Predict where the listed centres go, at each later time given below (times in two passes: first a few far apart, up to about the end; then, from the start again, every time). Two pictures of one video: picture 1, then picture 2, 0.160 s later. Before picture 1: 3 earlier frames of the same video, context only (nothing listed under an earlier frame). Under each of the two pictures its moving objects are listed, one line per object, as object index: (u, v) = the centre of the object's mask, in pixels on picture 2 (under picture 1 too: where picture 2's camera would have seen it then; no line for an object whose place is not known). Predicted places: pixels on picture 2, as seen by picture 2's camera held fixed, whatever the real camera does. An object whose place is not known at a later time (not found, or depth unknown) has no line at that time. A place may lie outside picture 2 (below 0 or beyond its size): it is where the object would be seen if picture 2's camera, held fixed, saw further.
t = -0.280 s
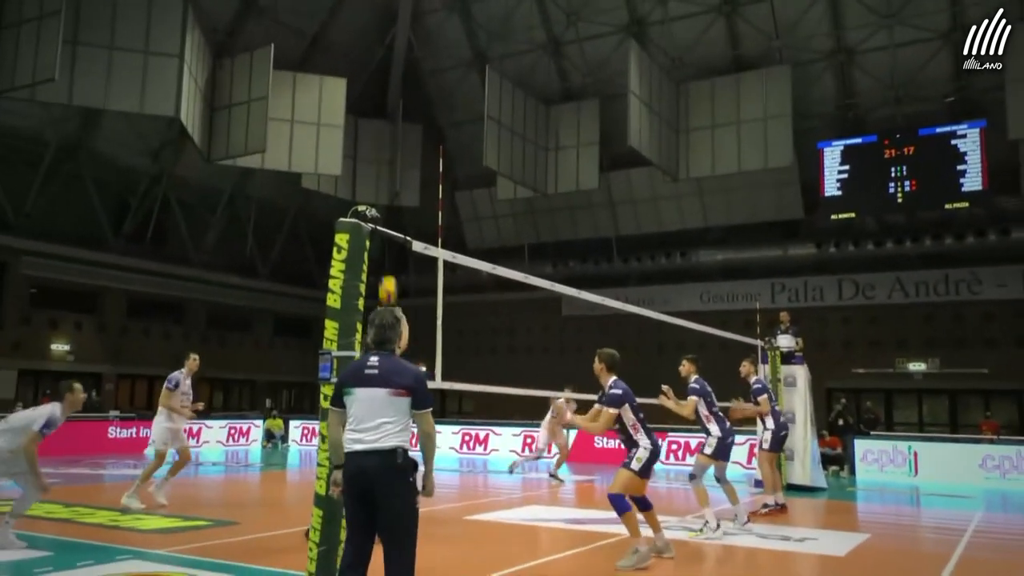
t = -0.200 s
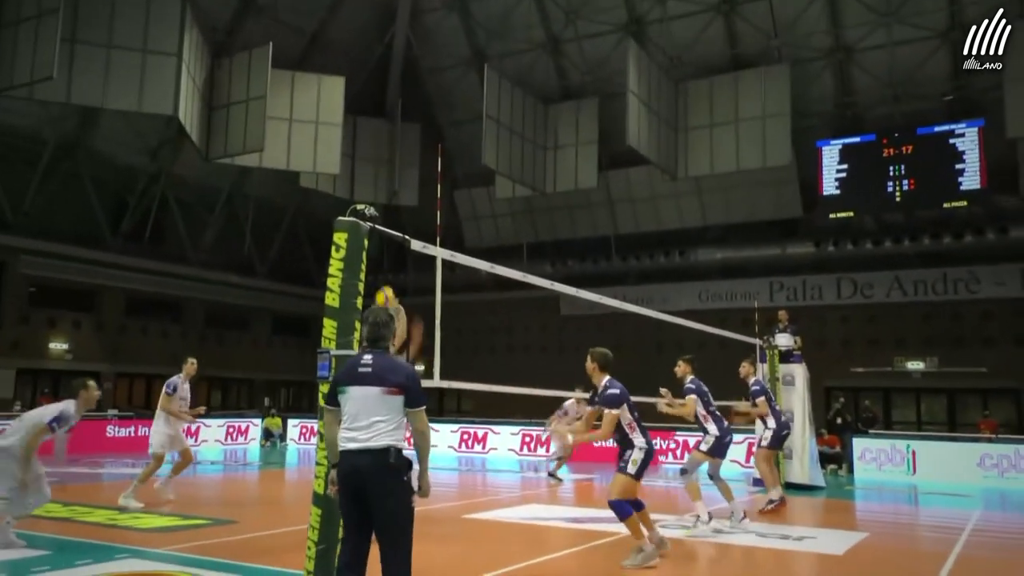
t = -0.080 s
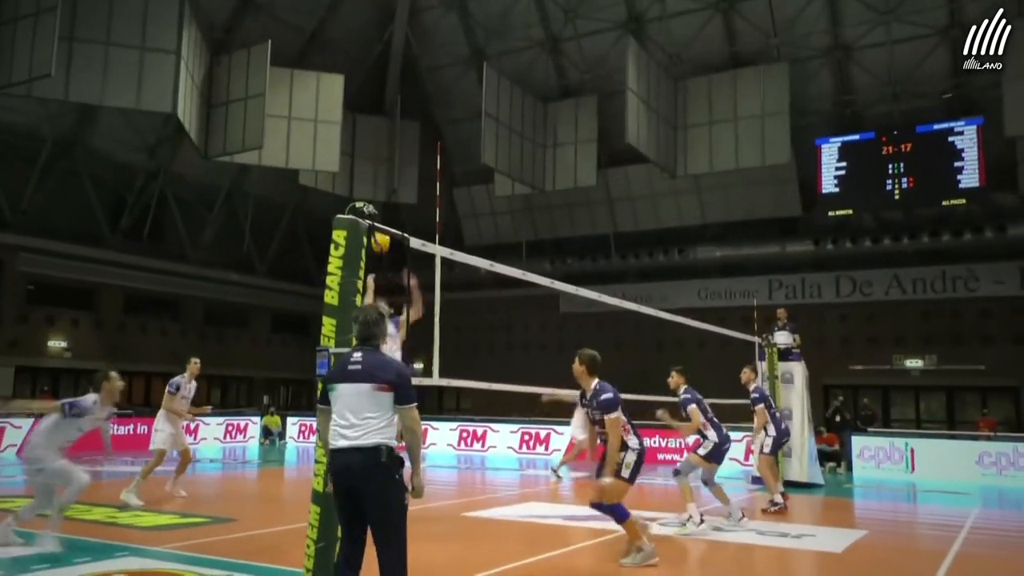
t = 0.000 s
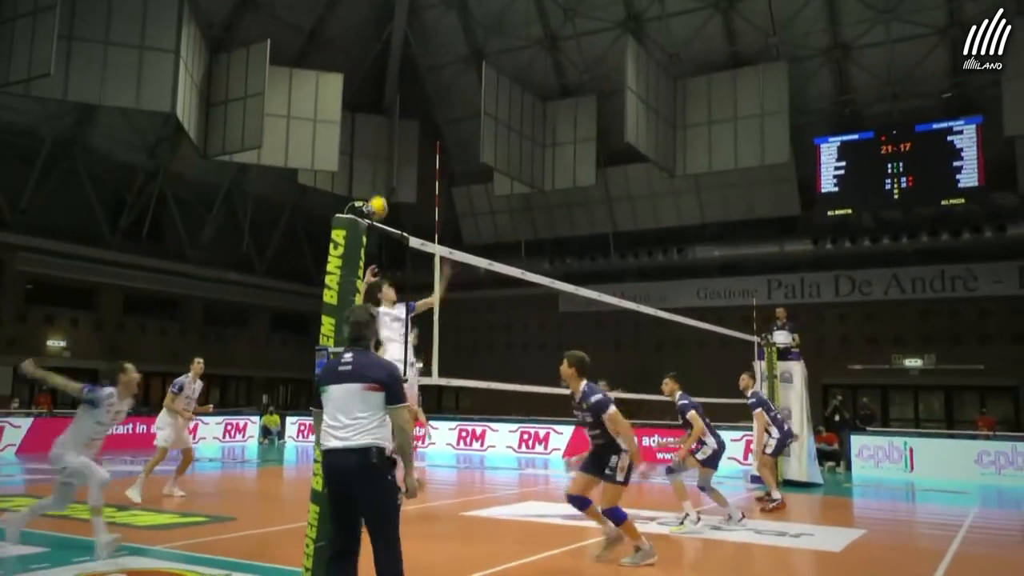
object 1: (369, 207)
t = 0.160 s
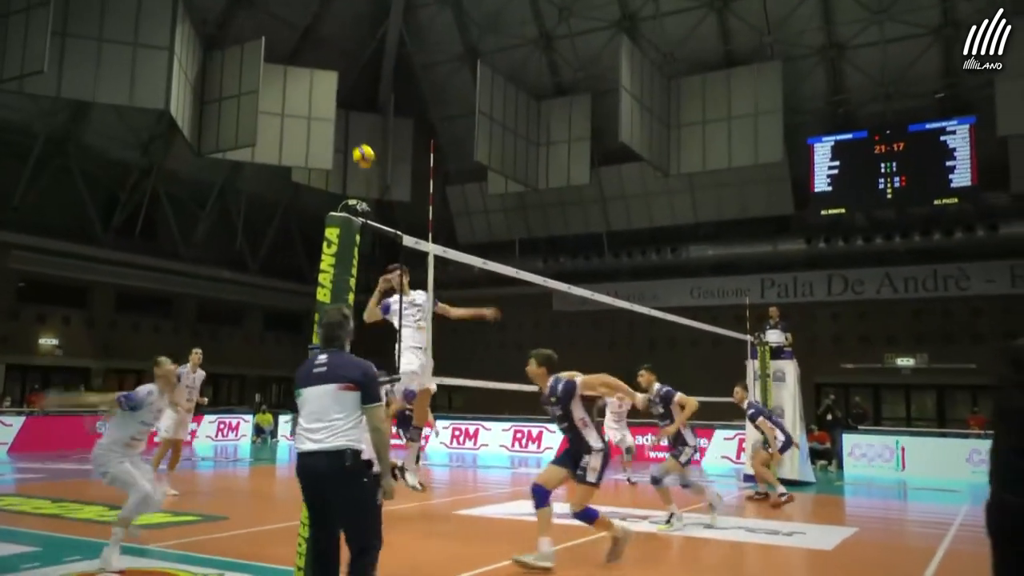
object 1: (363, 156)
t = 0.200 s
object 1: (361, 147)
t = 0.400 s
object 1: (346, 123)
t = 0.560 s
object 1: (333, 132)
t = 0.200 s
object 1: (361, 147)
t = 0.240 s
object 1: (359, 139)
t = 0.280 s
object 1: (355, 133)
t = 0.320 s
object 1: (352, 128)
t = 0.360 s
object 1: (349, 124)
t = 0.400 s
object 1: (346, 123)
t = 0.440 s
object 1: (344, 123)
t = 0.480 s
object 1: (341, 125)
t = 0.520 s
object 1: (337, 127)
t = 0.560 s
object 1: (333, 132)
